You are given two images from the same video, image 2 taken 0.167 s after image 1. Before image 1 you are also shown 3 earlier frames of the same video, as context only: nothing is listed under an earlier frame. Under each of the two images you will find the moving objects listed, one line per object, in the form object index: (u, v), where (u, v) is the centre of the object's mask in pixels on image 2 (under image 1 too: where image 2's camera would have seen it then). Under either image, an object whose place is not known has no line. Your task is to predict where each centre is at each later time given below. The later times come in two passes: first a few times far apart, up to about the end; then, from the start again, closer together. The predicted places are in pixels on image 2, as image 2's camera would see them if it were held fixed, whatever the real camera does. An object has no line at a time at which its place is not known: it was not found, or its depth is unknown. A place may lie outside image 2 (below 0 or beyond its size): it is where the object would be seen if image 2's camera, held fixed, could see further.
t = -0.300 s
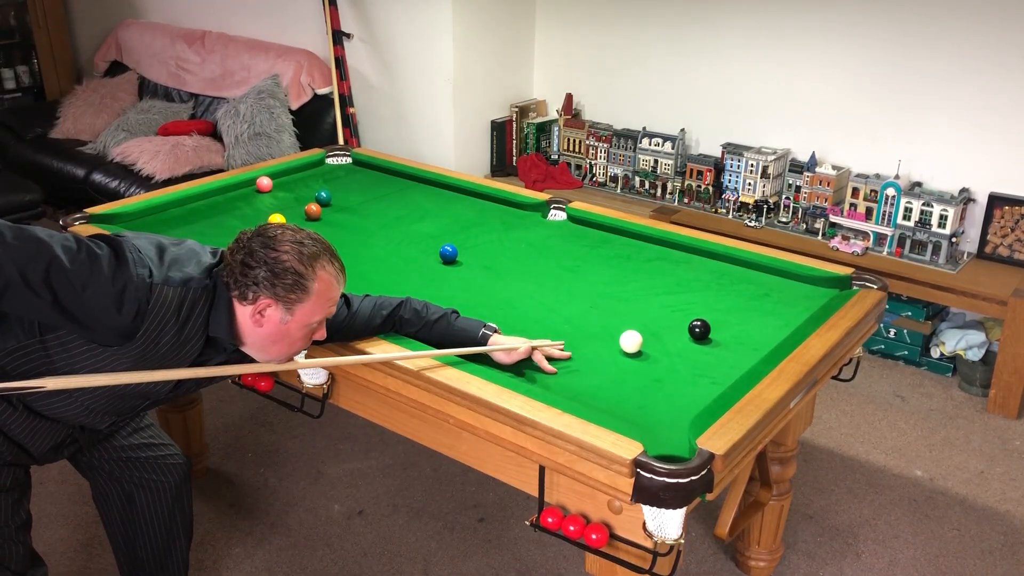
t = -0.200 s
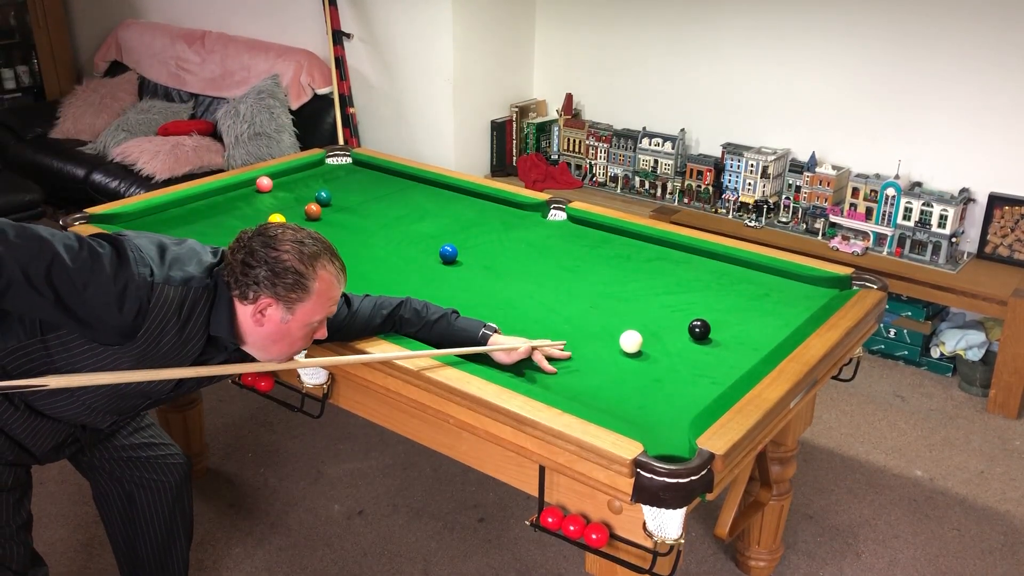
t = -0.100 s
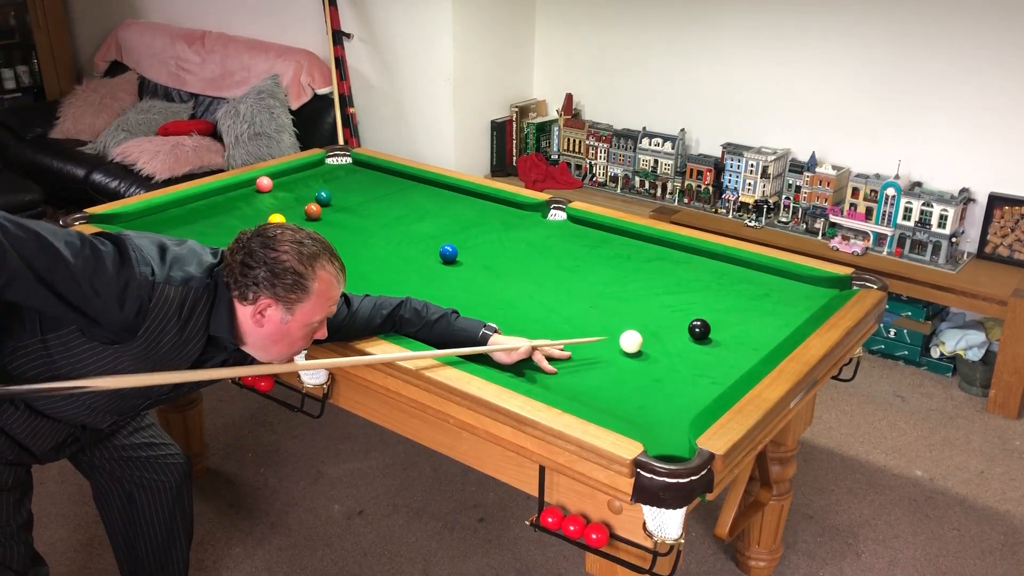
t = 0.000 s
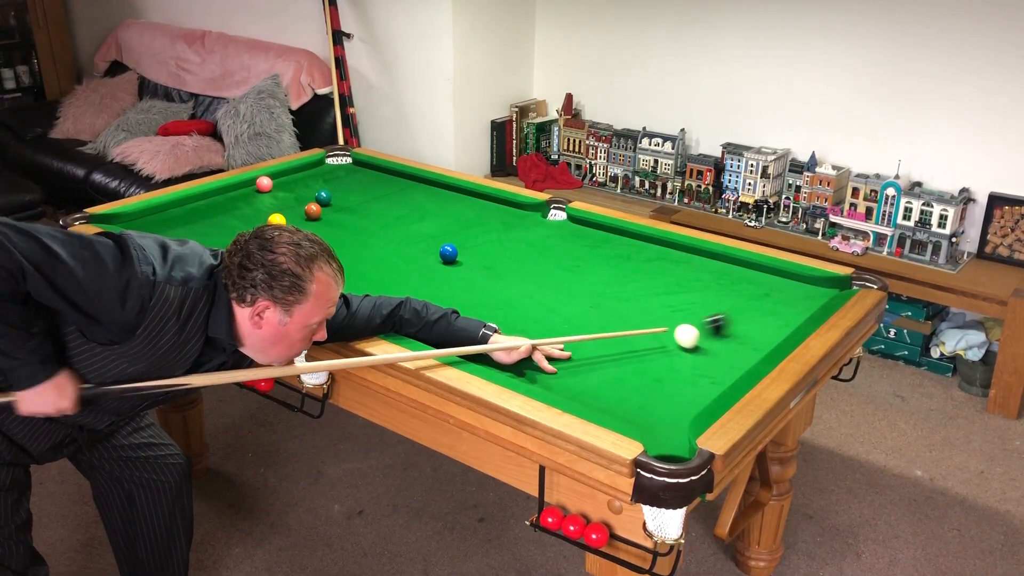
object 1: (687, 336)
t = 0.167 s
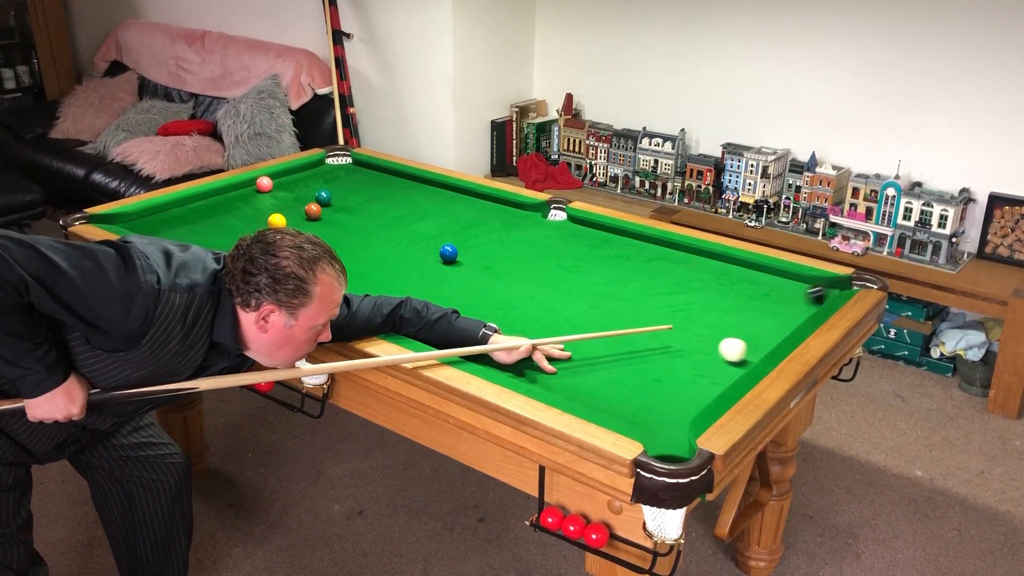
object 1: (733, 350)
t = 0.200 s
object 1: (744, 351)
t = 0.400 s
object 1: (733, 333)
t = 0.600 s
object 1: (715, 313)
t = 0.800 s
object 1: (698, 295)
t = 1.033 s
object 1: (682, 276)
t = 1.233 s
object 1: (671, 263)
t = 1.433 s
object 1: (661, 250)
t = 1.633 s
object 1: (650, 241)
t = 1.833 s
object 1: (630, 241)
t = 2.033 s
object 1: (612, 240)
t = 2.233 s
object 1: (596, 240)
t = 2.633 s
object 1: (567, 239)
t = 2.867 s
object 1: (558, 237)
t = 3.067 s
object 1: (550, 238)
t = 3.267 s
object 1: (543, 239)
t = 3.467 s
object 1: (537, 239)
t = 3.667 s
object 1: (534, 239)
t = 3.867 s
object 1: (532, 239)
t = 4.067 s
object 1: (531, 239)
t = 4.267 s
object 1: (531, 239)
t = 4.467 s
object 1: (531, 239)
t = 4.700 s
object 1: (531, 239)
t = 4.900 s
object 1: (531, 239)
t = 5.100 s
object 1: (531, 239)
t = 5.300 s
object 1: (531, 239)
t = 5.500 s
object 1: (531, 239)
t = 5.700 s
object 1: (531, 239)
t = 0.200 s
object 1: (744, 351)
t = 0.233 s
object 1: (754, 351)
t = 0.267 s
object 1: (750, 348)
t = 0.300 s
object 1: (745, 344)
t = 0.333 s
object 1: (740, 340)
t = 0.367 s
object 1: (737, 337)
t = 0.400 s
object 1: (733, 333)
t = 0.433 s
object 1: (730, 329)
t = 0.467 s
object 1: (727, 326)
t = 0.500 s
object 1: (724, 323)
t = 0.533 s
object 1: (721, 319)
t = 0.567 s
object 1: (718, 316)
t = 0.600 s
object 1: (715, 313)
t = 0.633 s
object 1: (712, 309)
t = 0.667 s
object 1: (709, 306)
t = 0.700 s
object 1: (706, 303)
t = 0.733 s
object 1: (704, 300)
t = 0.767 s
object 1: (701, 298)
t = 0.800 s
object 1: (698, 295)
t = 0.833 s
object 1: (696, 292)
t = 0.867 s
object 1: (694, 289)
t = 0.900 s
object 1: (691, 287)
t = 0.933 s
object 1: (689, 284)
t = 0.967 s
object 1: (687, 281)
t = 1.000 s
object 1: (684, 279)
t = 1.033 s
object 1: (682, 276)
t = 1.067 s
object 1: (680, 274)
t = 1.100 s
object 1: (678, 272)
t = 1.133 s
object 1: (676, 269)
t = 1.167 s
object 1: (674, 267)
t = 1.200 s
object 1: (673, 265)
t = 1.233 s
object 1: (671, 263)
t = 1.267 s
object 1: (669, 260)
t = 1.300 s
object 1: (667, 258)
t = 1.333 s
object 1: (666, 256)
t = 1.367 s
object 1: (664, 254)
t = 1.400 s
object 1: (662, 252)
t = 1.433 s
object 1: (661, 250)
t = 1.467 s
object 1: (659, 248)
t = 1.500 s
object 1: (658, 247)
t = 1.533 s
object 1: (656, 244)
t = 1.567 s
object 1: (655, 242)
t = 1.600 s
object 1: (653, 241)
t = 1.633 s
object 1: (650, 241)
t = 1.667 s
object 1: (647, 240)
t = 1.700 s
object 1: (643, 241)
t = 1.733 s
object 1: (640, 241)
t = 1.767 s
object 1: (636, 240)
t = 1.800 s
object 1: (633, 240)
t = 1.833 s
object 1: (630, 241)
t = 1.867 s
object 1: (627, 241)
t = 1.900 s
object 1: (624, 241)
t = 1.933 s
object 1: (621, 240)
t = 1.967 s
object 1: (618, 240)
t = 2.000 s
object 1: (615, 240)
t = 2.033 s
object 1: (612, 240)
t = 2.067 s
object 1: (609, 240)
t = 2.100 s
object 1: (606, 240)
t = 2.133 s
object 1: (604, 240)
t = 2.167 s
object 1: (601, 240)
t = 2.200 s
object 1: (599, 239)
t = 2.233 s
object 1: (596, 240)
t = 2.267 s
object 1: (597, 236)
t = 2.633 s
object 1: (567, 239)
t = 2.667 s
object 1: (568, 238)
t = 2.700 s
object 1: (566, 239)
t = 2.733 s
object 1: (564, 239)
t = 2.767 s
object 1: (563, 239)
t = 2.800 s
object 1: (561, 239)
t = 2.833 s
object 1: (559, 238)
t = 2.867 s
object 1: (558, 237)
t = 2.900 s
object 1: (556, 238)
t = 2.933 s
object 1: (556, 237)
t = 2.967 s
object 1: (554, 238)
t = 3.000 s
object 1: (552, 239)
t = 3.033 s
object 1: (551, 238)
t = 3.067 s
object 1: (550, 238)
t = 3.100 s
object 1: (548, 239)
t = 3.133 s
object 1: (547, 239)
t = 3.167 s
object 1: (546, 239)
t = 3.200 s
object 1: (545, 239)
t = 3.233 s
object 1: (543, 239)
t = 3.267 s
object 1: (543, 239)
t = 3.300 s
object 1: (542, 239)
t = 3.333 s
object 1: (541, 239)
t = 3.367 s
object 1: (540, 239)
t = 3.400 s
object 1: (539, 239)
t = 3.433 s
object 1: (538, 239)
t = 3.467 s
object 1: (537, 239)
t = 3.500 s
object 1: (537, 238)
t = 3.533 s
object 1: (536, 238)
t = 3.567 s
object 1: (535, 238)
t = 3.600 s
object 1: (535, 238)
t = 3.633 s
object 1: (535, 238)
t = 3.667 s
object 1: (534, 239)
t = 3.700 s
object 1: (534, 239)
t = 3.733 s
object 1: (533, 239)
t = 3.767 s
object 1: (532, 240)
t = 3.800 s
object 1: (532, 239)
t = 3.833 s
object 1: (532, 239)
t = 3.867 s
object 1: (532, 239)
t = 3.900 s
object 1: (532, 239)
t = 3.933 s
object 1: (531, 239)
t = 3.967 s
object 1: (531, 239)
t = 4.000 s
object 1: (531, 239)
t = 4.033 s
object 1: (531, 239)
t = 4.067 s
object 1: (531, 239)
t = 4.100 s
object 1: (531, 239)
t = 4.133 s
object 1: (531, 239)
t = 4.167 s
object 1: (531, 239)
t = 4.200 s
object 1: (531, 239)
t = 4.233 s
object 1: (531, 238)
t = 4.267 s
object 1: (531, 239)
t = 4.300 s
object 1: (531, 239)
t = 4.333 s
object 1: (531, 238)
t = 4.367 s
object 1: (531, 239)
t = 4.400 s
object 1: (531, 239)
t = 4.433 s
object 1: (531, 239)
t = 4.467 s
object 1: (531, 239)
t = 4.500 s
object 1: (531, 239)
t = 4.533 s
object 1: (531, 239)
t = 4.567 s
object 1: (531, 239)
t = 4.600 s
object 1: (531, 239)
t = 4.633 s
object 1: (531, 239)
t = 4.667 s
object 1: (531, 239)
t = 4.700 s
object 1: (531, 239)
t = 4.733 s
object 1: (531, 239)
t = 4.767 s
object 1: (531, 239)
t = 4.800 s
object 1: (531, 239)
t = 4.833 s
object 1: (531, 239)
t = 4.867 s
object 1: (531, 239)
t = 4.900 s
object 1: (531, 239)
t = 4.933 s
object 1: (531, 239)
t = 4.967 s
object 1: (531, 239)
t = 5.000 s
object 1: (531, 239)
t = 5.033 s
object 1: (531, 239)
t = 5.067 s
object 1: (531, 239)
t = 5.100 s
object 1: (531, 239)
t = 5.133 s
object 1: (531, 239)
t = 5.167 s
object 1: (531, 239)
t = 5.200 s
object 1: (531, 239)
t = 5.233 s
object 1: (531, 239)
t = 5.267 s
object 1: (531, 239)
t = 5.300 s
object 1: (531, 239)
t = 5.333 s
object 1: (531, 239)
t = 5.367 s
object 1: (531, 239)
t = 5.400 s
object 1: (531, 239)
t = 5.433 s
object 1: (531, 239)
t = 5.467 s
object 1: (531, 239)
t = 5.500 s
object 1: (531, 239)
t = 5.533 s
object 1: (531, 239)
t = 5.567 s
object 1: (531, 239)
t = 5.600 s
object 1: (531, 239)
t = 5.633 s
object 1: (531, 239)
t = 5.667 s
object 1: (531, 239)
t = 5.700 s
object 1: (531, 239)
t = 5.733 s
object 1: (531, 239)
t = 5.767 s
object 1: (531, 239)
